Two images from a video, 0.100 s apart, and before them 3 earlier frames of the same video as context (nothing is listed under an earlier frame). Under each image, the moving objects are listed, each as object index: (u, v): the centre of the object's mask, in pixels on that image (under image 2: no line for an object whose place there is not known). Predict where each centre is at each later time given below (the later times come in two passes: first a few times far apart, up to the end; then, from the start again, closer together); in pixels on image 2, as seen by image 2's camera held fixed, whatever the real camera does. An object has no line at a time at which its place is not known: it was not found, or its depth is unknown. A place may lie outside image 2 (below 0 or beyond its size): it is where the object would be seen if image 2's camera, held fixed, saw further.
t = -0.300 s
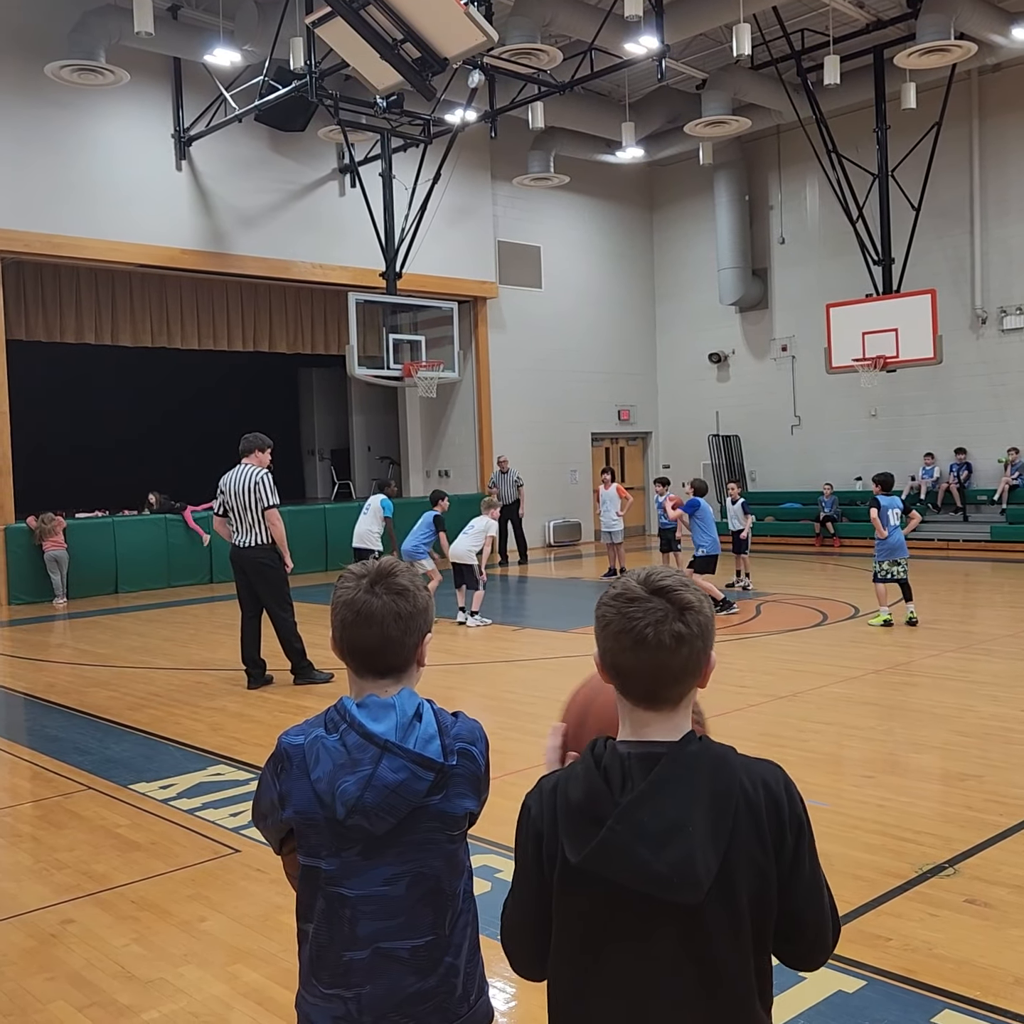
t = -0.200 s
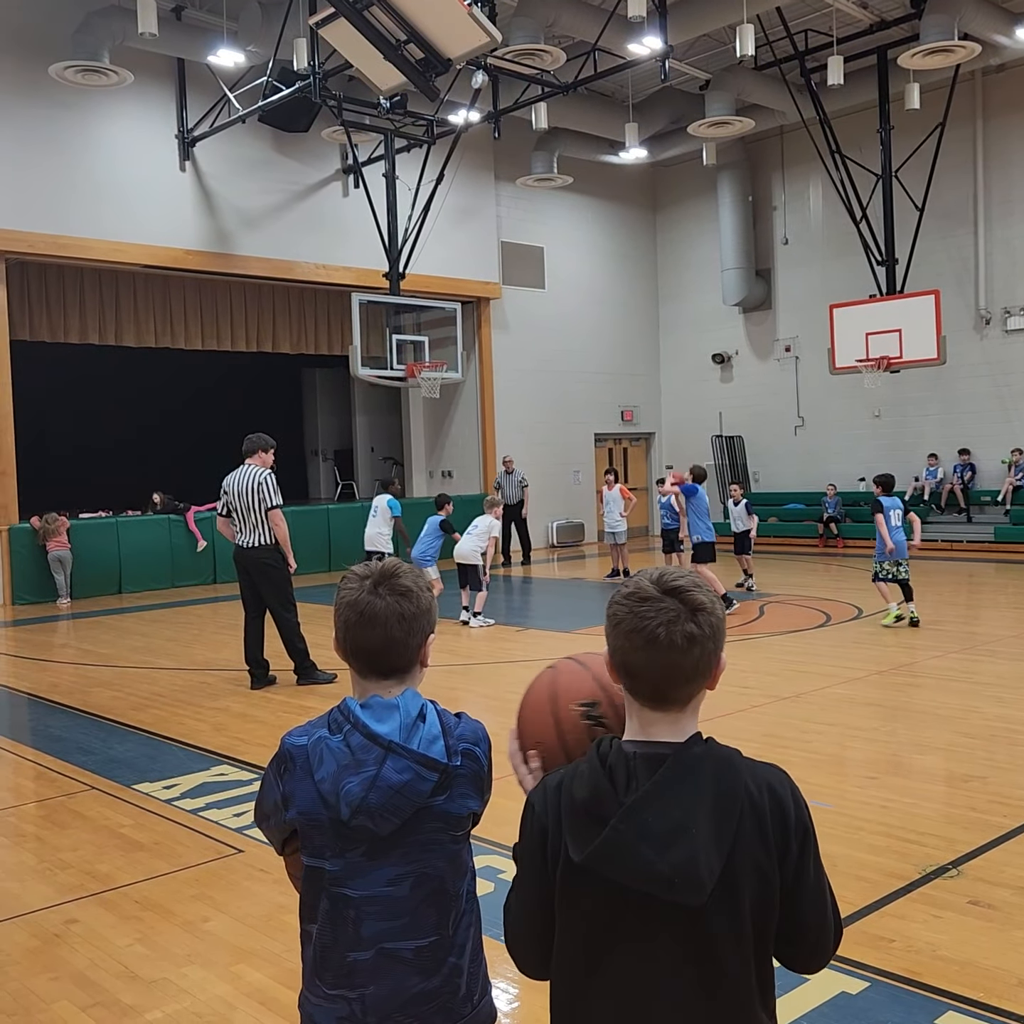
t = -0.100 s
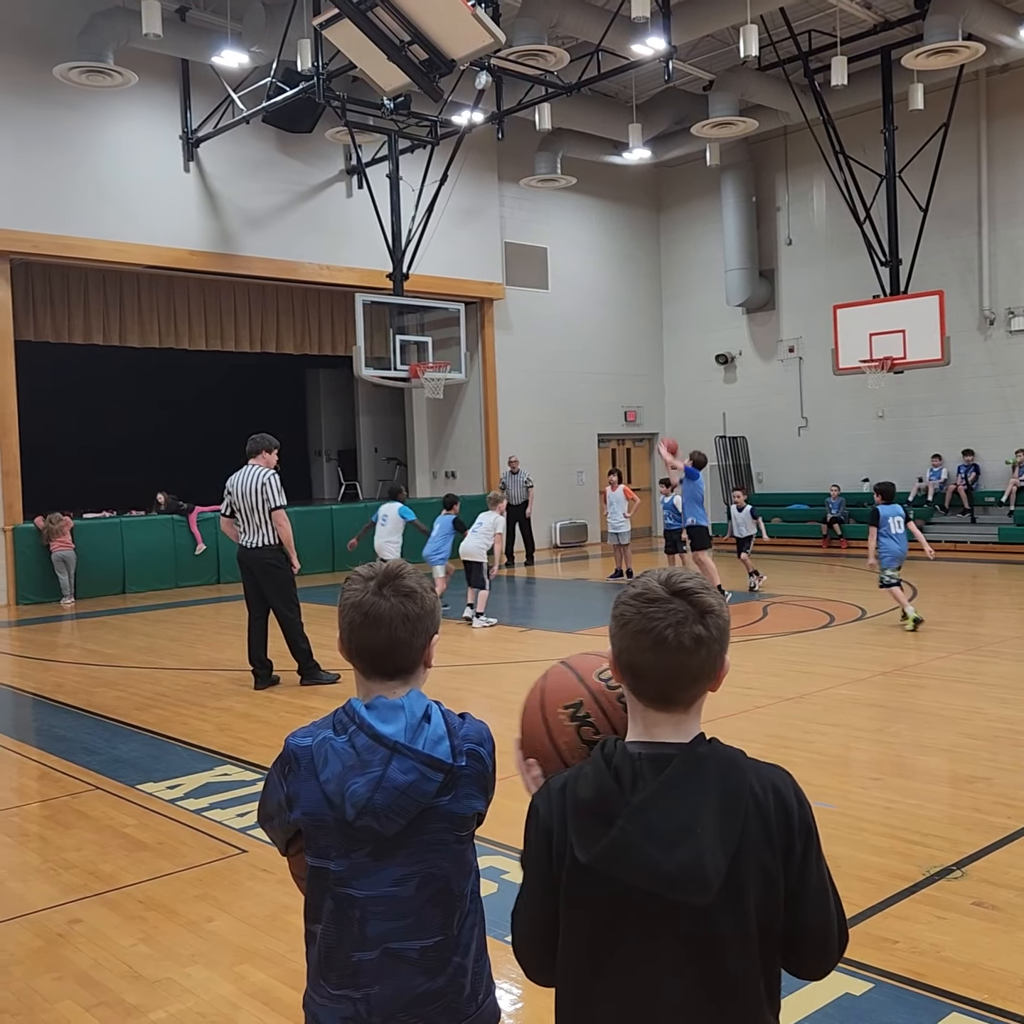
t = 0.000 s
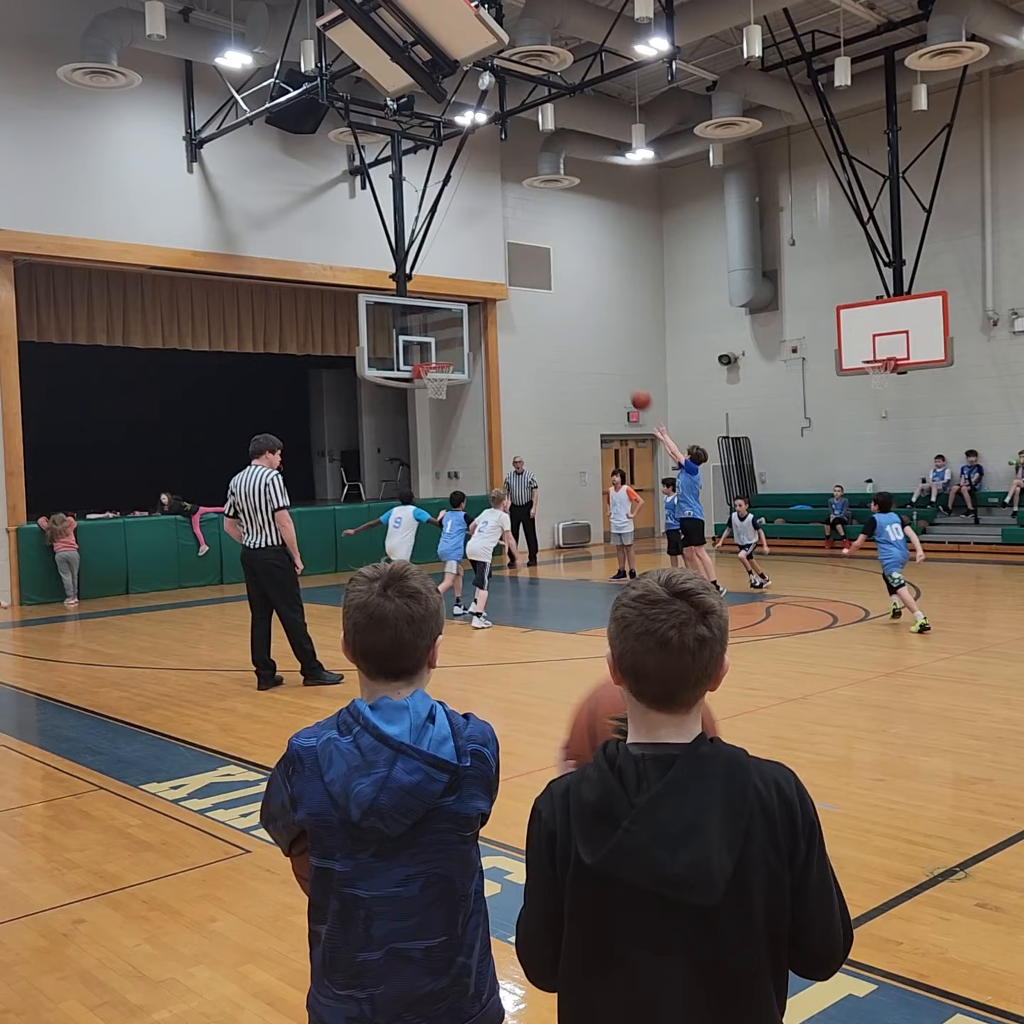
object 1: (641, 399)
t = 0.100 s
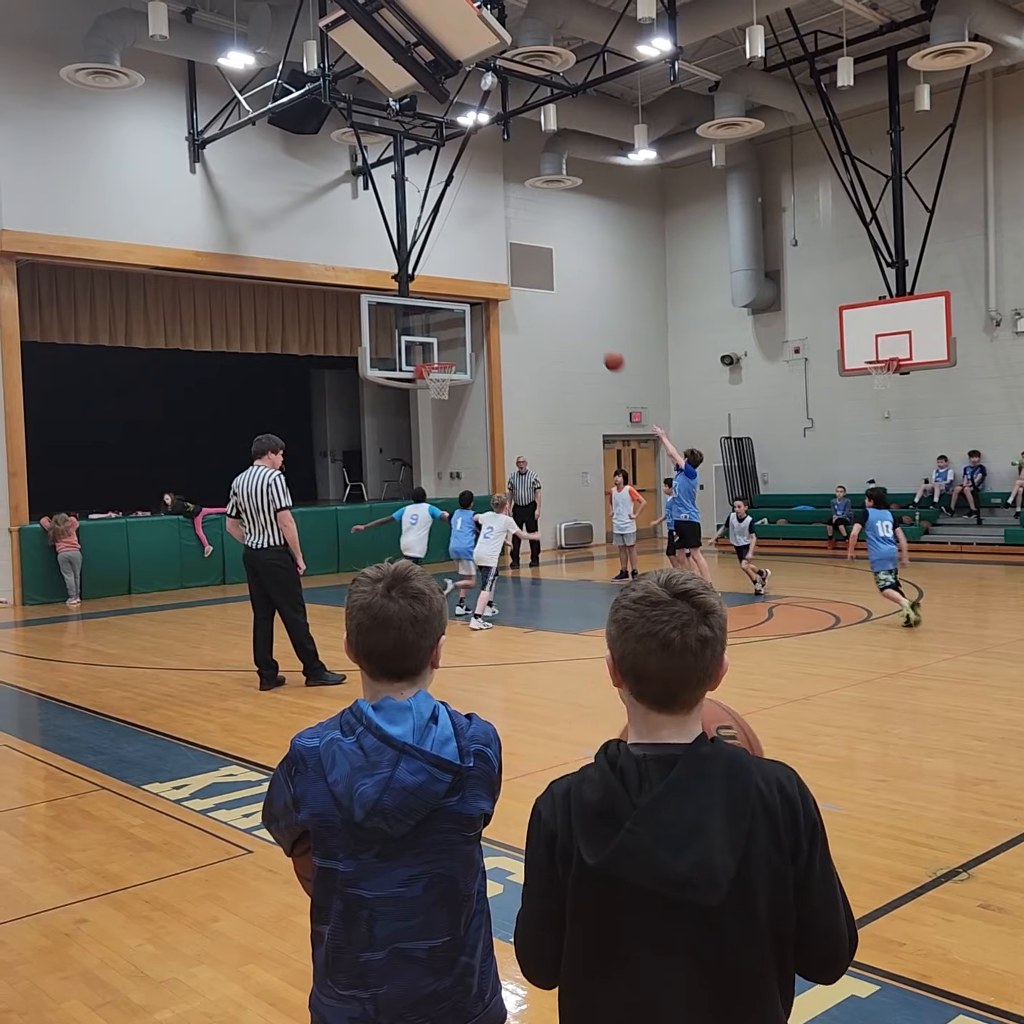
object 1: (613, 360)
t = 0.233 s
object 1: (577, 324)
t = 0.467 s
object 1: (519, 299)
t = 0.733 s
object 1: (463, 323)
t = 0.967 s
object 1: (440, 374)
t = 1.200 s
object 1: (452, 381)
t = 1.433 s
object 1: (445, 406)
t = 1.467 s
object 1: (444, 412)
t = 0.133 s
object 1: (604, 349)
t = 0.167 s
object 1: (595, 340)
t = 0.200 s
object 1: (586, 332)
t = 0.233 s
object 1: (577, 324)
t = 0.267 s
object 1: (568, 317)
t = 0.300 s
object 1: (560, 312)
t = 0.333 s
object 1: (551, 308)
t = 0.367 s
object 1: (543, 304)
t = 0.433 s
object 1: (527, 300)
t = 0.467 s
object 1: (519, 299)
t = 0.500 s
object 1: (512, 300)
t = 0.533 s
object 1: (504, 301)
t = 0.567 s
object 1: (497, 303)
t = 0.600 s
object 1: (490, 305)
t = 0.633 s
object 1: (483, 308)
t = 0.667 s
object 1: (477, 312)
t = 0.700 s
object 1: (470, 317)
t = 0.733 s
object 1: (463, 323)
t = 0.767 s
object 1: (456, 330)
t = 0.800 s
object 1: (451, 337)
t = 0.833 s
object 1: (445, 344)
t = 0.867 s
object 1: (438, 353)
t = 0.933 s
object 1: (436, 370)
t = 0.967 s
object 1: (440, 374)
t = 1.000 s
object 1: (445, 381)
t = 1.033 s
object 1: (448, 382)
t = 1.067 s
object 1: (450, 382)
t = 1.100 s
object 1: (451, 381)
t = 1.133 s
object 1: (452, 382)
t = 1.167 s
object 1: (451, 381)
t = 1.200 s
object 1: (452, 381)
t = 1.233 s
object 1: (450, 382)
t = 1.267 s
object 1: (449, 384)
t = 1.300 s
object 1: (449, 388)
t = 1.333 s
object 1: (448, 391)
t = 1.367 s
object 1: (447, 395)
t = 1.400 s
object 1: (446, 400)
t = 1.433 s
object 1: (445, 406)
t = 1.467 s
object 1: (444, 412)
